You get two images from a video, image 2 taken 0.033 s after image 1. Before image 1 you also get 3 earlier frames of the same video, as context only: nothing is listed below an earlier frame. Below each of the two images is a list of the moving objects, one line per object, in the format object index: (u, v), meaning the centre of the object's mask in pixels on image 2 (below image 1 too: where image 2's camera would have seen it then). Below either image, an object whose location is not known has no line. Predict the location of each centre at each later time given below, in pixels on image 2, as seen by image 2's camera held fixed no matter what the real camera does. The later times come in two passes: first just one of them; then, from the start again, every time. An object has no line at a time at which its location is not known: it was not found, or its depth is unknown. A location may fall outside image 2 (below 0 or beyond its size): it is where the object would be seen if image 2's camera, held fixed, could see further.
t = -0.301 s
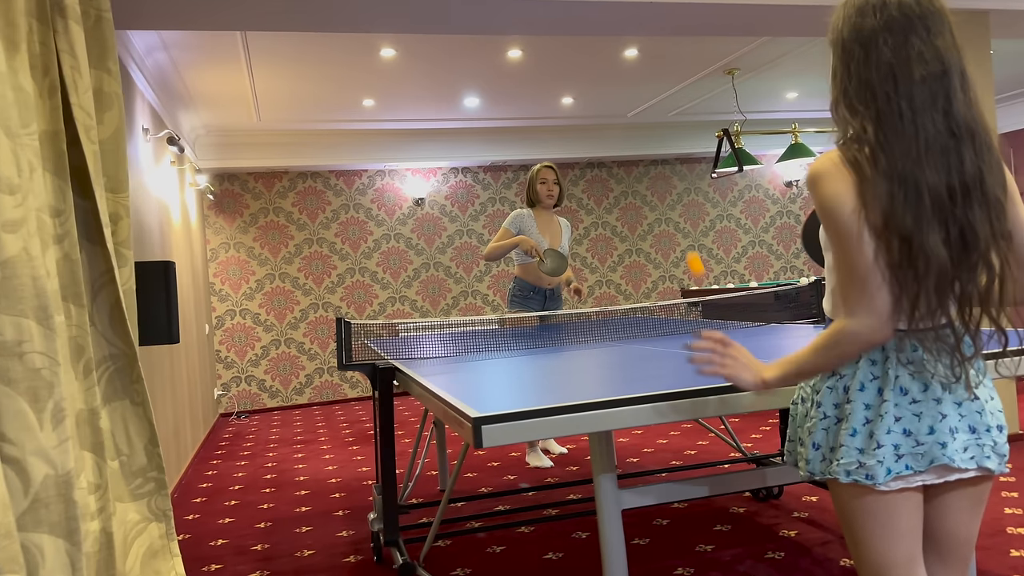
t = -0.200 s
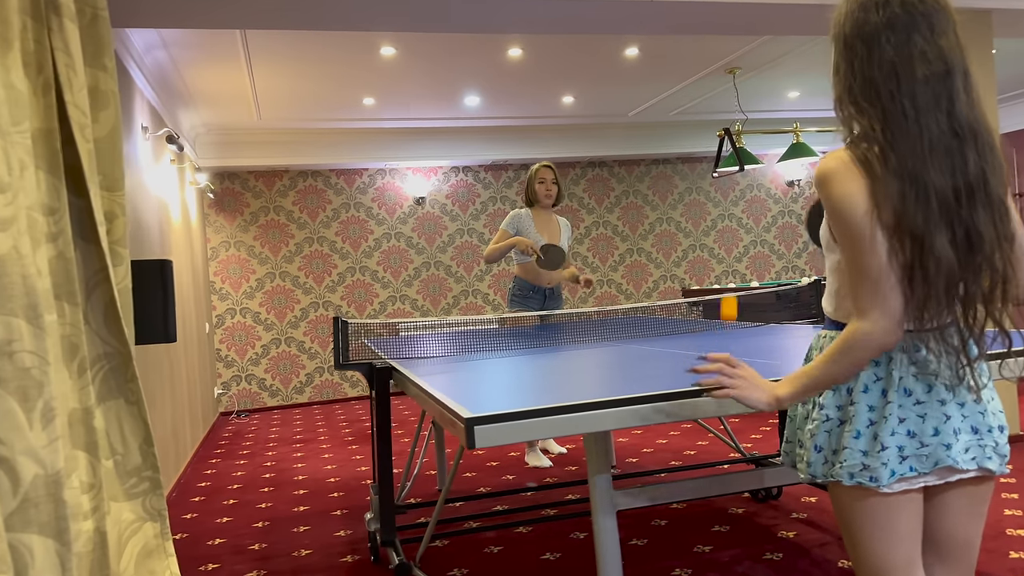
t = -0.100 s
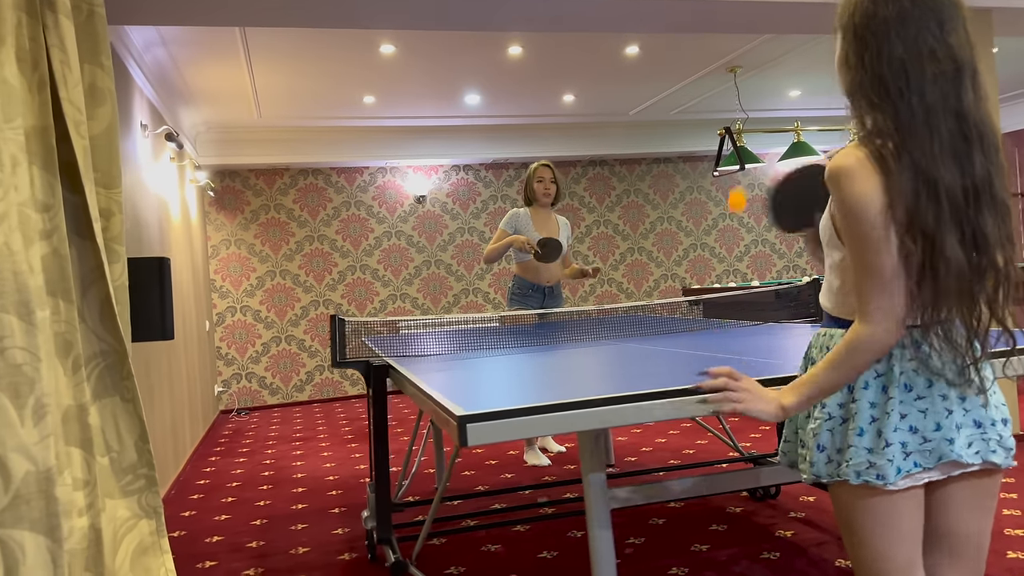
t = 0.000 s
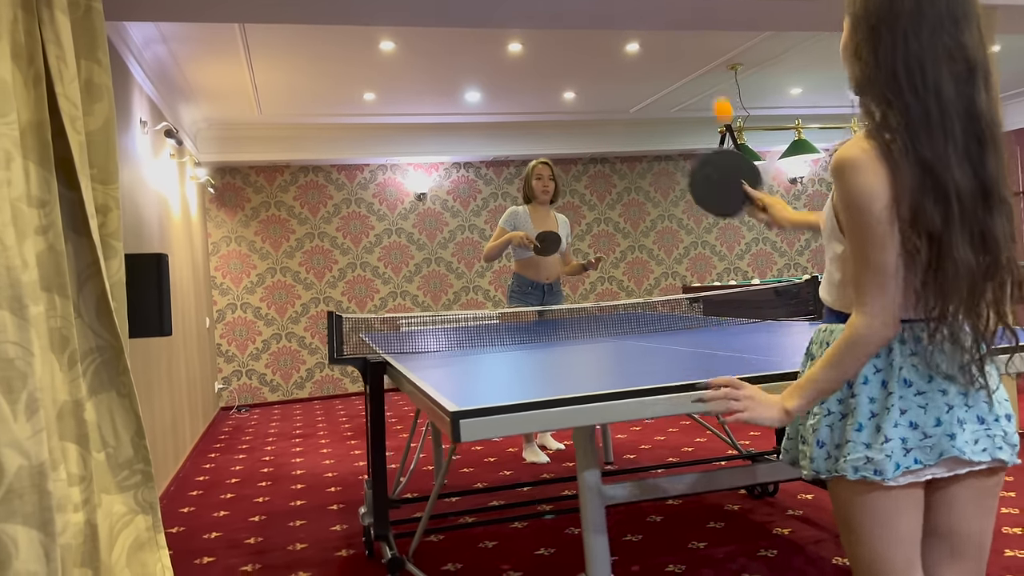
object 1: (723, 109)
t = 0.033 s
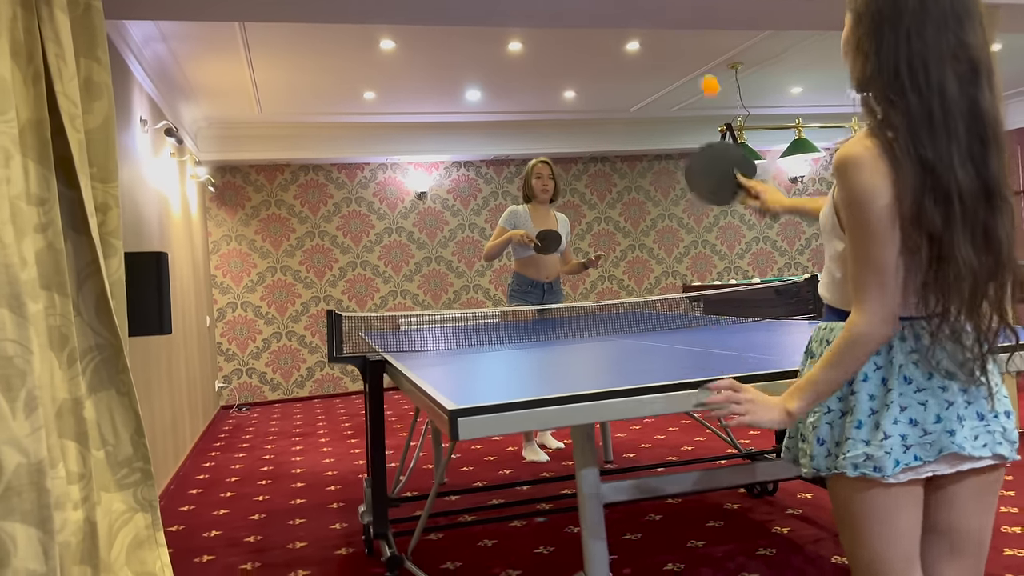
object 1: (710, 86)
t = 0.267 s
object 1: (665, 61)
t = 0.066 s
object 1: (700, 70)
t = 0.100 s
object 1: (691, 58)
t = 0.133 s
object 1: (684, 53)
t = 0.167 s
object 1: (678, 50)
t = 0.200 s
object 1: (673, 51)
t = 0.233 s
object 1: (668, 55)
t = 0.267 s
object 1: (665, 61)
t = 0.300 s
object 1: (661, 69)
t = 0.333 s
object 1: (659, 80)
